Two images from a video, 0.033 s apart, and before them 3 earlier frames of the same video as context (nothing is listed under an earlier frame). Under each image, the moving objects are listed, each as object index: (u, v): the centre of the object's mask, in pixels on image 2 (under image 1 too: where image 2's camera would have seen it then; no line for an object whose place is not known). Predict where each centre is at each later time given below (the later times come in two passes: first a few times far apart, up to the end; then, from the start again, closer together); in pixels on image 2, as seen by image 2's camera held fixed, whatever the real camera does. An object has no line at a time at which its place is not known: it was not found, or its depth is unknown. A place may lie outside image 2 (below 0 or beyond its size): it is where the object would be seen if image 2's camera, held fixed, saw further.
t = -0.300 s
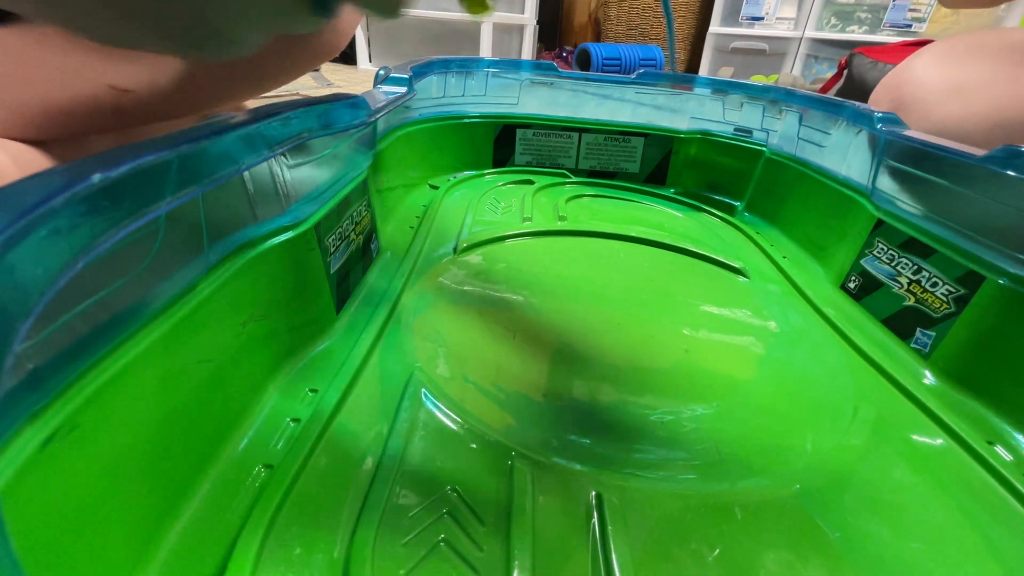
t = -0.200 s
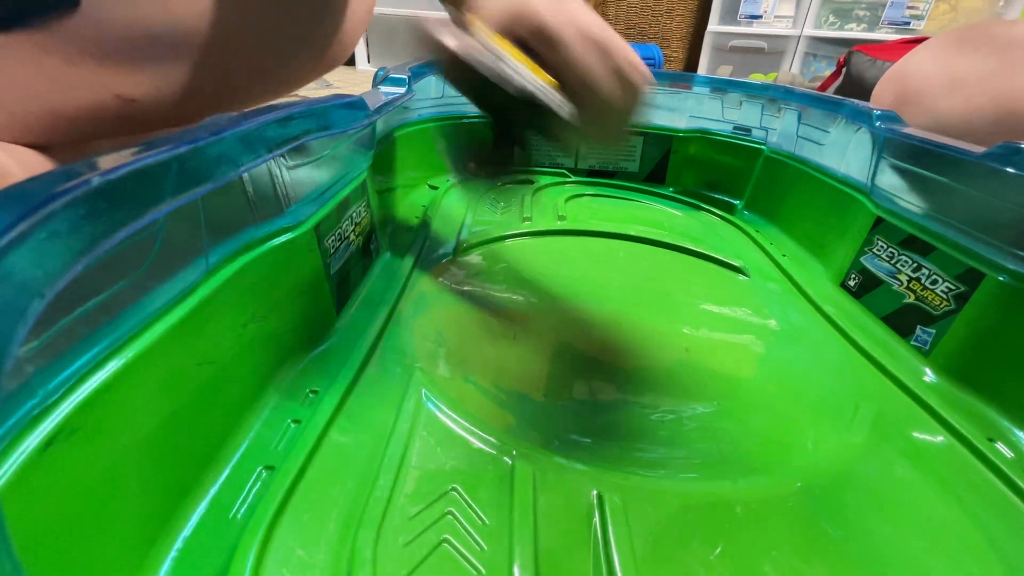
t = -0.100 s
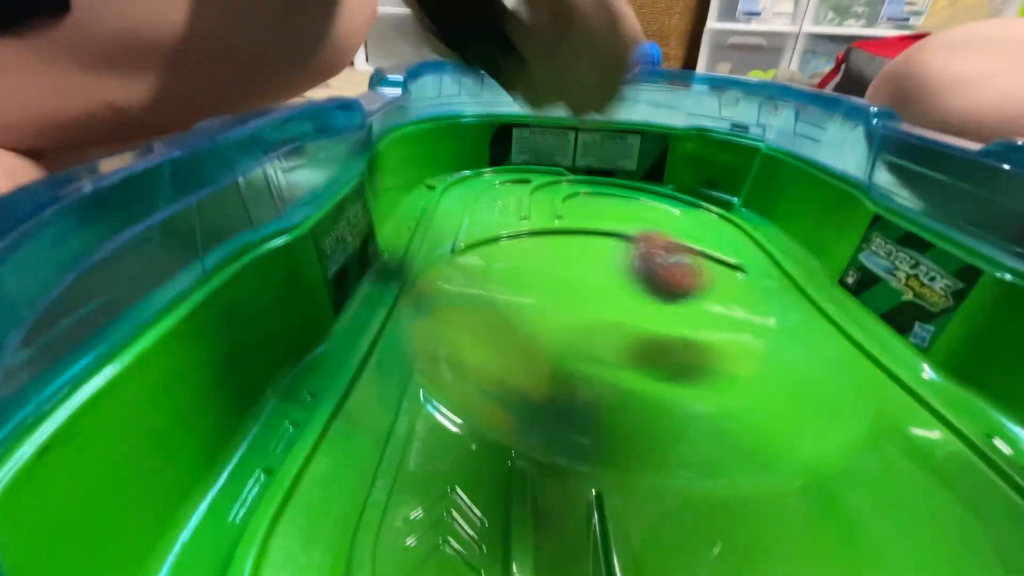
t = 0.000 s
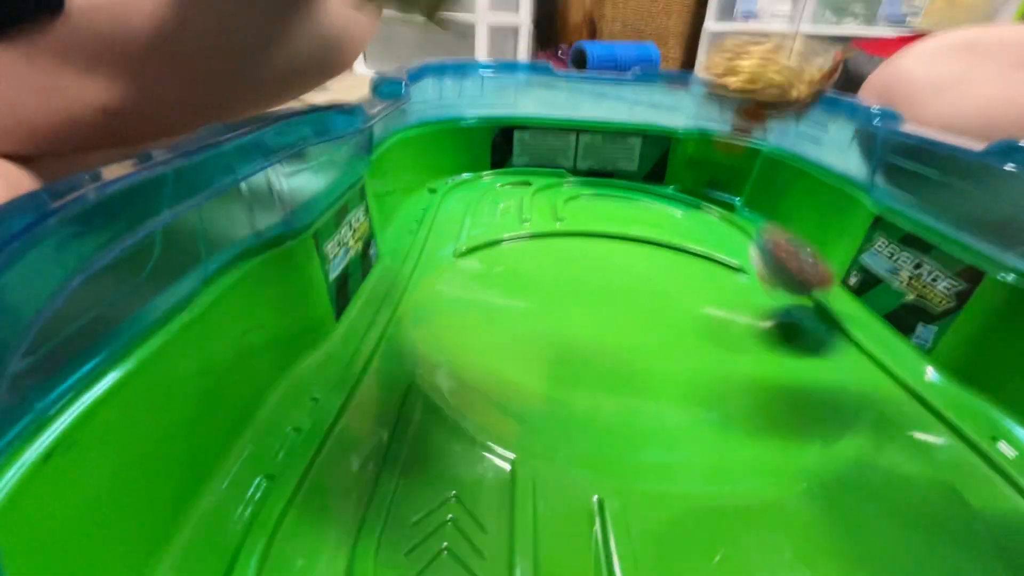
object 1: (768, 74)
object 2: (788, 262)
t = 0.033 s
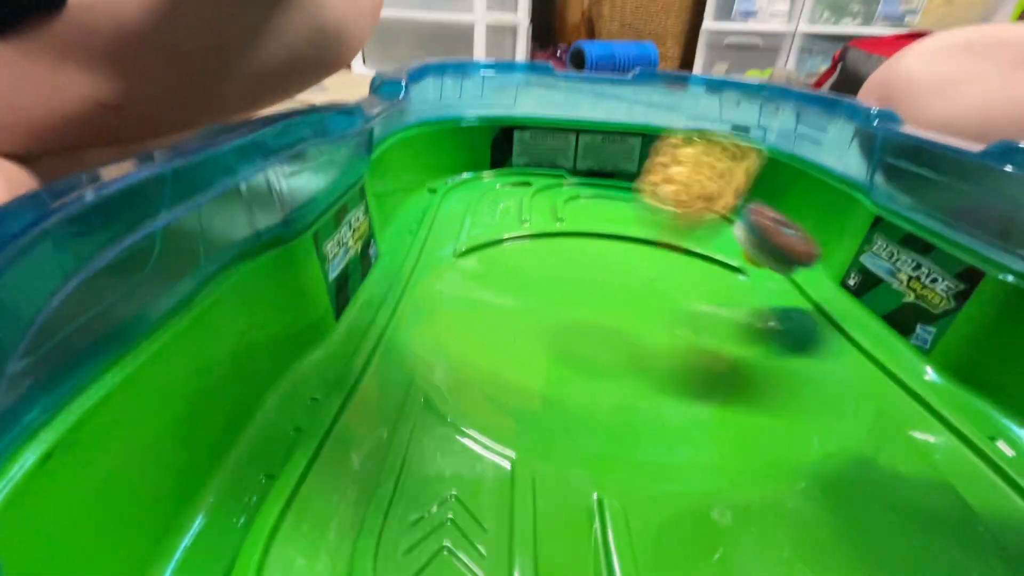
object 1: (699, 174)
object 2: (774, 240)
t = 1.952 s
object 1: (664, 389)
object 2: (679, 287)
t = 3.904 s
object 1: (598, 277)
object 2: (540, 341)
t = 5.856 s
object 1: (608, 319)
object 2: (684, 293)
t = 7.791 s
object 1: (632, 276)
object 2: (556, 320)
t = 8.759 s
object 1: (708, 320)
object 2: (598, 296)
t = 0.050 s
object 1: (671, 227)
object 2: (765, 234)
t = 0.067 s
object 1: (643, 277)
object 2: (755, 231)
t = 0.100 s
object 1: (615, 253)
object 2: (731, 242)
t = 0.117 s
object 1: (603, 234)
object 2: (719, 252)
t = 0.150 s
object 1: (573, 212)
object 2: (695, 279)
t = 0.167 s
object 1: (556, 204)
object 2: (684, 273)
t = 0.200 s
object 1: (524, 206)
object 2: (661, 263)
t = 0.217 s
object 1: (506, 215)
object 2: (648, 263)
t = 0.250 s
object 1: (470, 243)
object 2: (626, 262)
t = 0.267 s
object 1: (452, 265)
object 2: (615, 258)
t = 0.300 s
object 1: (442, 258)
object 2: (596, 255)
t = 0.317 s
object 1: (440, 251)
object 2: (587, 252)
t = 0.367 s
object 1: (434, 253)
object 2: (564, 244)
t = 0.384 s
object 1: (432, 261)
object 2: (558, 241)
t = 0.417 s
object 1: (430, 293)
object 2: (546, 235)
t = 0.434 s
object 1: (436, 297)
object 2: (542, 233)
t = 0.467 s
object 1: (450, 303)
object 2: (535, 229)
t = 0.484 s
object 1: (458, 312)
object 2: (532, 229)
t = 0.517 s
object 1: (482, 332)
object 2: (529, 232)
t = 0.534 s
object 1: (495, 335)
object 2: (528, 233)
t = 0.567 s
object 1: (523, 352)
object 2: (527, 236)
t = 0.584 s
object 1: (540, 363)
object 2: (526, 237)
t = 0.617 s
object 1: (580, 374)
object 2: (526, 240)
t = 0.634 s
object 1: (601, 382)
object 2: (527, 241)
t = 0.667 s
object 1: (649, 397)
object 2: (529, 244)
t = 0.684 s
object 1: (674, 400)
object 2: (531, 245)
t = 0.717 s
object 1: (726, 411)
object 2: (534, 247)
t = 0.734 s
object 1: (754, 414)
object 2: (536, 248)
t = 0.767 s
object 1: (799, 417)
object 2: (541, 250)
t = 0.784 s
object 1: (805, 408)
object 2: (545, 251)
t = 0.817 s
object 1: (812, 387)
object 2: (552, 253)
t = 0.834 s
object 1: (815, 380)
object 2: (557, 254)
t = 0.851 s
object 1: (817, 372)
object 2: (562, 254)
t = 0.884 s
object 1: (820, 359)
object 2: (572, 255)
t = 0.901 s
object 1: (820, 353)
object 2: (578, 255)
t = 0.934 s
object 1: (820, 340)
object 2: (589, 255)
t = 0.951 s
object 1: (819, 334)
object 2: (595, 254)
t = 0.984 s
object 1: (815, 325)
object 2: (607, 253)
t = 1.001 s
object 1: (813, 319)
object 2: (612, 251)
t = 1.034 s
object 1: (807, 312)
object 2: (621, 249)
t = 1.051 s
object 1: (804, 308)
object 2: (625, 247)
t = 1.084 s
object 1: (797, 300)
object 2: (632, 244)
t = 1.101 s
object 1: (793, 297)
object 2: (634, 242)
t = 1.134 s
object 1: (784, 292)
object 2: (635, 239)
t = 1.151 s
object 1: (779, 289)
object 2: (635, 238)
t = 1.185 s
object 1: (769, 285)
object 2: (632, 236)
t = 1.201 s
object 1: (764, 283)
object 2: (630, 235)
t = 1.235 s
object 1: (752, 280)
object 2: (625, 235)
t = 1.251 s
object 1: (746, 279)
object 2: (622, 234)
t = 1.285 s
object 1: (734, 276)
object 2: (618, 234)
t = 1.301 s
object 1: (728, 276)
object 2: (616, 234)
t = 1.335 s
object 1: (716, 275)
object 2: (613, 234)
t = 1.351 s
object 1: (710, 274)
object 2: (612, 234)
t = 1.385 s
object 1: (698, 274)
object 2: (611, 234)
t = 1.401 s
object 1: (692, 274)
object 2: (611, 235)
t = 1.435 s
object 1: (681, 275)
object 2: (611, 237)
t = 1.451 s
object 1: (675, 275)
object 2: (612, 239)
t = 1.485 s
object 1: (664, 276)
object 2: (612, 240)
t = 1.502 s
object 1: (659, 277)
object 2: (612, 240)
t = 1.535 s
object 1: (652, 287)
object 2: (617, 235)
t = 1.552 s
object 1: (649, 294)
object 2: (617, 237)
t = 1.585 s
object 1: (646, 304)
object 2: (620, 238)
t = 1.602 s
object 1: (645, 311)
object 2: (621, 239)
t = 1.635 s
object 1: (643, 324)
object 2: (625, 235)
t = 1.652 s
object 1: (643, 328)
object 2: (627, 237)
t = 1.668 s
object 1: (643, 333)
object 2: (628, 238)
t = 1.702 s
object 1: (644, 343)
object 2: (631, 243)
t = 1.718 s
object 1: (645, 347)
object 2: (633, 246)
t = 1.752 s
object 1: (648, 355)
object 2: (637, 251)
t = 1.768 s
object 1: (650, 358)
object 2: (639, 253)
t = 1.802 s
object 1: (653, 366)
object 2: (643, 260)
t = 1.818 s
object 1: (654, 369)
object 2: (646, 263)
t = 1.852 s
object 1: (657, 375)
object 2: (652, 269)
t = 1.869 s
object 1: (658, 377)
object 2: (656, 272)
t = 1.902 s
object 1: (661, 383)
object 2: (665, 278)
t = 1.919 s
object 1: (662, 385)
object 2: (669, 281)
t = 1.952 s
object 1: (664, 389)
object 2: (679, 287)
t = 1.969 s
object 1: (665, 391)
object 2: (686, 290)
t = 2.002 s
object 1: (668, 395)
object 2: (698, 295)
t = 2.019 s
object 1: (669, 396)
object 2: (704, 297)
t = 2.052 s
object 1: (671, 399)
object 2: (716, 302)
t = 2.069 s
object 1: (672, 400)
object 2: (721, 304)
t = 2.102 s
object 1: (674, 400)
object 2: (734, 307)
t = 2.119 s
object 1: (674, 400)
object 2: (739, 308)
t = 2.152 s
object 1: (674, 398)
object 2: (749, 312)
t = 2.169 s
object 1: (674, 398)
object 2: (756, 313)
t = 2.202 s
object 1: (673, 395)
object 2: (765, 315)
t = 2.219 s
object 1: (671, 393)
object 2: (770, 316)
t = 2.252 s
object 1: (668, 390)
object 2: (776, 318)
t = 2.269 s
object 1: (665, 388)
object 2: (778, 319)
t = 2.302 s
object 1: (659, 384)
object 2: (782, 321)
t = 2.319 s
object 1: (656, 383)
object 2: (782, 322)
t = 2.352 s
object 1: (651, 379)
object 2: (784, 323)
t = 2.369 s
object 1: (648, 378)
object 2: (784, 324)
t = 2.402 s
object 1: (643, 375)
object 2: (783, 325)
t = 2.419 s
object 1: (641, 373)
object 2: (781, 325)
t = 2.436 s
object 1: (638, 371)
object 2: (780, 326)
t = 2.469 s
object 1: (634, 368)
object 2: (777, 326)
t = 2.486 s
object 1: (631, 365)
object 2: (775, 327)
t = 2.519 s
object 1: (627, 360)
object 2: (772, 329)
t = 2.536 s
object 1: (624, 358)
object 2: (770, 329)
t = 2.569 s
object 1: (618, 352)
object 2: (766, 330)
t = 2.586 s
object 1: (615, 349)
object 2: (764, 331)
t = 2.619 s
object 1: (609, 343)
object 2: (760, 333)
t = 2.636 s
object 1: (606, 340)
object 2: (758, 334)
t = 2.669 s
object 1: (600, 334)
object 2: (756, 336)
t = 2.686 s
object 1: (597, 331)
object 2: (754, 337)
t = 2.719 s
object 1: (591, 325)
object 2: (751, 340)
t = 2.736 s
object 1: (587, 322)
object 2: (750, 342)
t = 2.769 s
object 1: (580, 317)
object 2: (747, 345)
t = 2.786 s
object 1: (577, 314)
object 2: (745, 347)
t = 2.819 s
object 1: (571, 309)
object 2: (742, 350)
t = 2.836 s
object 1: (568, 306)
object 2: (740, 352)
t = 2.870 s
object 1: (563, 301)
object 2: (737, 356)
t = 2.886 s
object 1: (561, 299)
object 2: (737, 358)
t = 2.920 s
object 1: (557, 294)
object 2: (733, 362)
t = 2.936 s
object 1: (555, 292)
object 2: (732, 363)
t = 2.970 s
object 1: (551, 287)
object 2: (727, 366)
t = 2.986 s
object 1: (550, 285)
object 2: (725, 368)
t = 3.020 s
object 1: (546, 281)
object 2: (720, 370)
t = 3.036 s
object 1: (545, 278)
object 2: (719, 371)
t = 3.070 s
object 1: (542, 274)
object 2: (716, 374)
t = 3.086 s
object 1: (541, 273)
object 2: (715, 375)
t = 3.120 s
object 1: (538, 269)
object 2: (712, 377)
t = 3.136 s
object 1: (537, 267)
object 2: (710, 377)
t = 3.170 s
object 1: (535, 265)
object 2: (706, 377)
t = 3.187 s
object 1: (535, 263)
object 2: (703, 378)
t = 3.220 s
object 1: (533, 261)
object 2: (700, 377)
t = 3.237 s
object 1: (532, 260)
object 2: (698, 376)
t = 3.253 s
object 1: (532, 258)
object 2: (694, 376)
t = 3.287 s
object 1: (532, 257)
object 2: (690, 375)
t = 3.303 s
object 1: (531, 256)
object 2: (687, 375)
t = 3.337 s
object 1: (531, 256)
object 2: (680, 373)
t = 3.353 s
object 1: (532, 255)
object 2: (677, 372)
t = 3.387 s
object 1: (532, 255)
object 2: (669, 371)
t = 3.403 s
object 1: (532, 255)
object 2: (666, 369)
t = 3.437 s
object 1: (534, 255)
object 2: (659, 367)
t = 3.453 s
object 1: (535, 255)
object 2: (655, 366)
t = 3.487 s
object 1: (537, 256)
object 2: (648, 364)
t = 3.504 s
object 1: (538, 256)
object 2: (644, 362)
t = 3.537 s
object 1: (541, 258)
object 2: (636, 360)
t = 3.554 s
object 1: (543, 258)
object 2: (633, 358)
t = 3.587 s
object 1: (547, 260)
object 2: (625, 356)
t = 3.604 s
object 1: (549, 261)
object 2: (620, 354)
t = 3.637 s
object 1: (554, 262)
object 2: (609, 353)
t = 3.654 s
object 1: (556, 264)
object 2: (603, 352)
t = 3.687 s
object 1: (561, 265)
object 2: (589, 350)
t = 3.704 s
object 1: (564, 267)
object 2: (581, 349)
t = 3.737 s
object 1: (569, 268)
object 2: (570, 347)
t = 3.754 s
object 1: (572, 269)
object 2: (565, 345)
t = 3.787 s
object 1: (578, 271)
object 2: (556, 351)
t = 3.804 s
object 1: (581, 273)
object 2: (555, 340)
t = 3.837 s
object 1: (586, 274)
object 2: (547, 347)
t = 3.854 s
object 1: (589, 275)
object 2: (545, 346)
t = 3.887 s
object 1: (595, 276)
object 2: (542, 343)
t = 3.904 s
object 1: (598, 277)
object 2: (540, 341)
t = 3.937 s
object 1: (603, 279)
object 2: (537, 339)
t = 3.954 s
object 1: (606, 279)
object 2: (536, 338)
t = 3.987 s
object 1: (611, 281)
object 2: (533, 336)
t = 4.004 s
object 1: (614, 282)
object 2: (532, 335)
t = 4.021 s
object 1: (617, 282)
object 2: (530, 334)
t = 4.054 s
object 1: (622, 284)
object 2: (528, 332)
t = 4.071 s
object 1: (625, 284)
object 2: (528, 331)
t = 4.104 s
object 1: (631, 286)
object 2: (526, 329)
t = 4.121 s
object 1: (634, 286)
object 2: (526, 327)
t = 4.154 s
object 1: (639, 288)
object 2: (524, 325)
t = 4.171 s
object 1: (642, 289)
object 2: (524, 324)
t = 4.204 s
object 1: (647, 290)
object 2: (524, 322)
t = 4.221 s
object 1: (649, 291)
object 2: (524, 321)
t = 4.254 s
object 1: (653, 292)
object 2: (524, 319)
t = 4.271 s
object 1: (655, 293)
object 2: (525, 318)
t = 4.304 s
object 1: (660, 294)
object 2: (525, 316)
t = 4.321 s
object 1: (661, 294)
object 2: (525, 315)
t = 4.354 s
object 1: (665, 296)
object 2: (525, 312)
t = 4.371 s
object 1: (666, 296)
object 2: (526, 311)
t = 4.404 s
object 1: (668, 297)
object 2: (527, 309)
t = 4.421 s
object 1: (669, 297)
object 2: (528, 308)
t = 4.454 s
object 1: (672, 298)
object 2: (529, 305)
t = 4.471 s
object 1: (672, 299)
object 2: (530, 304)
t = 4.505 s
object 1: (674, 299)
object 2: (532, 302)
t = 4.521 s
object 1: (675, 300)
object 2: (532, 301)
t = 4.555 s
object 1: (676, 300)
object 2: (534, 299)
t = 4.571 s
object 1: (677, 301)
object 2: (535, 298)
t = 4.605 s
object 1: (678, 302)
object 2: (536, 295)
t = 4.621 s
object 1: (678, 302)
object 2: (538, 294)
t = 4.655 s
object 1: (678, 303)
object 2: (541, 292)
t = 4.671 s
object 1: (678, 303)
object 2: (542, 291)
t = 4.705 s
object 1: (678, 304)
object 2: (544, 290)
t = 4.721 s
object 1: (678, 305)
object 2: (546, 288)
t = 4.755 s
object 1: (678, 306)
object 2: (548, 287)
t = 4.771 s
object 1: (679, 306)
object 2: (550, 286)
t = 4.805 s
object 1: (679, 307)
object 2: (552, 285)
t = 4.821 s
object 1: (679, 308)
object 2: (553, 284)
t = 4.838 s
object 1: (679, 308)
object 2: (555, 284)
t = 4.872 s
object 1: (679, 309)
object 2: (558, 283)
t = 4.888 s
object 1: (679, 310)
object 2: (559, 282)
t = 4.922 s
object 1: (679, 310)
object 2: (563, 281)
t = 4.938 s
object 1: (678, 311)
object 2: (565, 281)
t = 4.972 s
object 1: (677, 311)
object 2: (569, 280)
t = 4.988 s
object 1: (676, 312)
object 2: (571, 280)
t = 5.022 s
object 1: (675, 312)
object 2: (575, 279)
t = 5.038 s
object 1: (674, 312)
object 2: (577, 279)
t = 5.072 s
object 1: (672, 313)
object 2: (581, 279)
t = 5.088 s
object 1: (671, 313)
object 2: (583, 279)
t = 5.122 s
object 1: (669, 314)
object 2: (587, 278)
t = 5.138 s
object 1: (668, 314)
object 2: (589, 278)
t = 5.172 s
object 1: (666, 314)
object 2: (593, 278)
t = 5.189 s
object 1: (665, 315)
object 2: (595, 278)
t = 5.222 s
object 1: (662, 314)
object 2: (599, 277)
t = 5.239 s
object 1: (661, 315)
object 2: (601, 276)
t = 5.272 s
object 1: (659, 315)
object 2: (605, 275)
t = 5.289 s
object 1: (657, 316)
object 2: (607, 274)
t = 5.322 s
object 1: (654, 316)
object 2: (615, 266)
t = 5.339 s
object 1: (652, 316)
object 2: (618, 266)
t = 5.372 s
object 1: (649, 317)
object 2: (624, 265)
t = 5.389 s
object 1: (648, 317)
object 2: (627, 265)
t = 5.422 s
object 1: (645, 318)
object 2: (632, 266)
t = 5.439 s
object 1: (644, 318)
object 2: (634, 266)
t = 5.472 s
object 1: (641, 319)
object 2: (639, 267)
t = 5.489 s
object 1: (640, 319)
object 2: (641, 267)
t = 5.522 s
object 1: (638, 320)
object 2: (646, 268)
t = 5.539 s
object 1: (636, 320)
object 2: (648, 269)
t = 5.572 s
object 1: (634, 320)
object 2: (652, 270)
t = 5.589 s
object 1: (632, 320)
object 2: (655, 271)
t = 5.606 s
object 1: (631, 321)
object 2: (657, 272)
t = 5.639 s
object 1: (627, 320)
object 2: (662, 275)
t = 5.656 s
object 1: (626, 320)
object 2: (664, 276)
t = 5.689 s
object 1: (623, 320)
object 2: (668, 278)
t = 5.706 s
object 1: (621, 321)
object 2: (671, 281)
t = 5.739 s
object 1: (618, 320)
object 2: (675, 284)
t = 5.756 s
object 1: (617, 321)
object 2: (676, 284)
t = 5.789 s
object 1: (614, 320)
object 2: (679, 287)
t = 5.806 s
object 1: (612, 320)
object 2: (681, 288)
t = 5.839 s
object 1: (609, 319)
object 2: (683, 292)
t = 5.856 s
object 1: (608, 319)
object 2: (684, 293)
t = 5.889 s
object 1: (604, 318)
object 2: (686, 295)
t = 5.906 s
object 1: (602, 317)
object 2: (687, 297)
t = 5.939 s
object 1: (598, 316)
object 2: (686, 306)
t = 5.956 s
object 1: (596, 316)
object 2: (687, 307)
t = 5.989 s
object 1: (594, 315)
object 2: (688, 310)
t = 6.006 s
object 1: (592, 315)
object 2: (690, 304)
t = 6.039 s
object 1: (591, 314)
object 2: (691, 306)
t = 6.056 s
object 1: (589, 314)
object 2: (692, 307)
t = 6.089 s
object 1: (588, 314)
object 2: (693, 310)
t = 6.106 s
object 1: (588, 313)
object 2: (693, 311)
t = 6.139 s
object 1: (586, 312)
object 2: (694, 314)
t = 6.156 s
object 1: (586, 312)
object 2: (695, 315)
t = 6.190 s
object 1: (584, 311)
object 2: (695, 318)
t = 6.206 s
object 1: (584, 311)
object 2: (695, 319)
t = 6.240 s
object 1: (583, 310)
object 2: (696, 321)
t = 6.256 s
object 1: (583, 310)
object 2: (695, 322)
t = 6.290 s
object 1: (583, 309)
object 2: (695, 324)
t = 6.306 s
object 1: (583, 309)
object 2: (695, 325)
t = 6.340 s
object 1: (583, 309)
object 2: (695, 328)
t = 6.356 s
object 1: (583, 309)
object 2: (695, 329)
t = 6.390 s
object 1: (584, 307)
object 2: (694, 332)
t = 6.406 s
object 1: (585, 307)
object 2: (693, 333)
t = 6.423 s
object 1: (585, 307)
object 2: (693, 334)
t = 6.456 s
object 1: (583, 305)
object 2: (693, 337)
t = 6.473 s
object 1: (581, 304)
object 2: (693, 339)
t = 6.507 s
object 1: (578, 302)
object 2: (690, 341)
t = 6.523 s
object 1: (577, 301)
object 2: (689, 342)
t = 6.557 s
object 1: (576, 299)
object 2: (686, 344)
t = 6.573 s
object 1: (575, 299)
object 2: (685, 345)
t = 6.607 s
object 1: (574, 298)
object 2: (681, 347)
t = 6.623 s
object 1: (574, 297)
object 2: (679, 348)
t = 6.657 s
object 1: (574, 297)
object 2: (675, 349)
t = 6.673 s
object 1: (574, 296)
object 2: (673, 350)
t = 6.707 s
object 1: (575, 296)
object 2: (669, 351)
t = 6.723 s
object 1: (575, 295)
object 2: (666, 352)
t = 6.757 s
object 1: (576, 294)
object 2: (661, 353)
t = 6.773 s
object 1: (577, 293)
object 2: (659, 353)
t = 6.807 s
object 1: (578, 293)
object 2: (653, 353)
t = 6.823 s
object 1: (579, 292)
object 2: (651, 354)
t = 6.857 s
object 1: (580, 292)
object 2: (645, 354)
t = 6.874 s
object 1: (581, 291)
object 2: (642, 354)
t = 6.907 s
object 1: (583, 290)
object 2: (636, 354)
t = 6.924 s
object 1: (584, 289)
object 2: (633, 354)
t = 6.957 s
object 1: (585, 287)
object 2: (628, 354)
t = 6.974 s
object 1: (586, 287)
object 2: (625, 354)
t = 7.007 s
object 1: (587, 285)
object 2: (619, 354)
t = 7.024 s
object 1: (588, 283)
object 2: (616, 353)
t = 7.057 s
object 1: (590, 283)
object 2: (613, 352)
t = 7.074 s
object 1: (591, 282)
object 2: (611, 352)
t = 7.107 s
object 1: (593, 280)
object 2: (606, 351)
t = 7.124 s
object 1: (594, 281)
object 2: (604, 350)
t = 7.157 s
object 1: (595, 279)
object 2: (600, 349)
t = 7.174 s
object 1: (596, 278)
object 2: (598, 348)
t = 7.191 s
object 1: (596, 279)
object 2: (597, 347)
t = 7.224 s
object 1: (599, 278)
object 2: (593, 346)
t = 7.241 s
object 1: (599, 278)
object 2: (591, 345)
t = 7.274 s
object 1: (600, 277)
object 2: (587, 343)
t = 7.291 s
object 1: (602, 277)
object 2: (586, 343)
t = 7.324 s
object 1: (603, 277)
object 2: (583, 341)
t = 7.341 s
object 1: (604, 277)
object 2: (582, 340)
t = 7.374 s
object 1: (606, 276)
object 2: (580, 338)
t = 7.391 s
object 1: (607, 278)
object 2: (579, 337)
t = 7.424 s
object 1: (609, 276)
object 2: (577, 336)
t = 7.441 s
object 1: (610, 276)
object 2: (576, 333)
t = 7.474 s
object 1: (612, 277)
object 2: (574, 332)
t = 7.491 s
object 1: (612, 277)
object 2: (573, 330)
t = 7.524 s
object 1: (615, 277)
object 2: (571, 329)
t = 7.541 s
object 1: (616, 278)
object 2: (570, 327)
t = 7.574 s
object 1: (618, 278)
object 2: (567, 333)
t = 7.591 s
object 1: (620, 278)
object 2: (565, 332)
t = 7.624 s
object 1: (624, 277)
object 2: (559, 331)
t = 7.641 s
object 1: (625, 276)
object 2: (557, 330)
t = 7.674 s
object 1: (626, 275)
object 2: (555, 328)
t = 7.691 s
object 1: (627, 275)
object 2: (555, 327)
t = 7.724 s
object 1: (629, 275)
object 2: (554, 324)
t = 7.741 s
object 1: (629, 275)
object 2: (554, 323)
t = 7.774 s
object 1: (631, 276)
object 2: (555, 321)
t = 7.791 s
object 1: (632, 276)
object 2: (556, 320)
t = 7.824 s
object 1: (634, 278)
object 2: (557, 318)
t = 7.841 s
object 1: (635, 278)
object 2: (558, 317)
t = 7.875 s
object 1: (642, 279)
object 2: (556, 316)
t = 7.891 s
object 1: (647, 279)
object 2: (554, 316)
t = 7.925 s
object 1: (655, 277)
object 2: (551, 315)
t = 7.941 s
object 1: (657, 276)
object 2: (551, 314)
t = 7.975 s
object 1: (661, 276)
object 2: (551, 313)
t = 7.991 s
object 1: (662, 276)
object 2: (552, 312)
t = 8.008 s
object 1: (664, 277)
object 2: (554, 312)
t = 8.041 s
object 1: (667, 277)
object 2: (557, 311)
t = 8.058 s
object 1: (668, 278)
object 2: (558, 310)
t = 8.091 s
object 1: (672, 279)
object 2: (561, 309)
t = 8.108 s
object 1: (674, 280)
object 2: (562, 308)
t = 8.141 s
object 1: (677, 281)
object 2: (565, 307)
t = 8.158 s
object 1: (679, 282)
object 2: (567, 306)
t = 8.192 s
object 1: (682, 284)
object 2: (570, 304)
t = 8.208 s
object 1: (683, 285)
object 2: (571, 304)
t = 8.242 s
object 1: (685, 286)
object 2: (575, 303)
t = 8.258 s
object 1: (686, 287)
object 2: (577, 302)
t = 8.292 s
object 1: (687, 289)
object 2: (580, 301)
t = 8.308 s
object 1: (687, 290)
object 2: (582, 300)
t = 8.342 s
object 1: (688, 292)
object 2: (586, 300)
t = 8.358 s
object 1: (689, 292)
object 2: (587, 299)
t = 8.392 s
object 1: (700, 297)
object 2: (581, 296)
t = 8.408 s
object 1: (704, 297)
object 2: (579, 295)
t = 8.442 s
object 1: (710, 298)
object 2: (578, 293)
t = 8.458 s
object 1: (711, 299)
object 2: (578, 293)
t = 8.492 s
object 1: (713, 301)
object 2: (580, 293)
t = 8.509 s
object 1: (714, 302)
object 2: (581, 293)
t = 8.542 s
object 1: (714, 304)
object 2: (583, 293)
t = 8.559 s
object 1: (715, 305)
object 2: (584, 293)
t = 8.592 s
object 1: (715, 308)
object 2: (587, 294)
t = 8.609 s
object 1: (715, 309)
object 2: (588, 294)
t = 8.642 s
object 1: (715, 312)
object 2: (590, 294)
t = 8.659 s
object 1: (714, 313)
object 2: (591, 294)
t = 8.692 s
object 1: (713, 315)
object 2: (593, 295)
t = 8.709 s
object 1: (712, 316)
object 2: (595, 295)
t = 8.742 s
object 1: (709, 319)
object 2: (597, 296)
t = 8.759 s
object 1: (708, 320)
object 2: (598, 296)
